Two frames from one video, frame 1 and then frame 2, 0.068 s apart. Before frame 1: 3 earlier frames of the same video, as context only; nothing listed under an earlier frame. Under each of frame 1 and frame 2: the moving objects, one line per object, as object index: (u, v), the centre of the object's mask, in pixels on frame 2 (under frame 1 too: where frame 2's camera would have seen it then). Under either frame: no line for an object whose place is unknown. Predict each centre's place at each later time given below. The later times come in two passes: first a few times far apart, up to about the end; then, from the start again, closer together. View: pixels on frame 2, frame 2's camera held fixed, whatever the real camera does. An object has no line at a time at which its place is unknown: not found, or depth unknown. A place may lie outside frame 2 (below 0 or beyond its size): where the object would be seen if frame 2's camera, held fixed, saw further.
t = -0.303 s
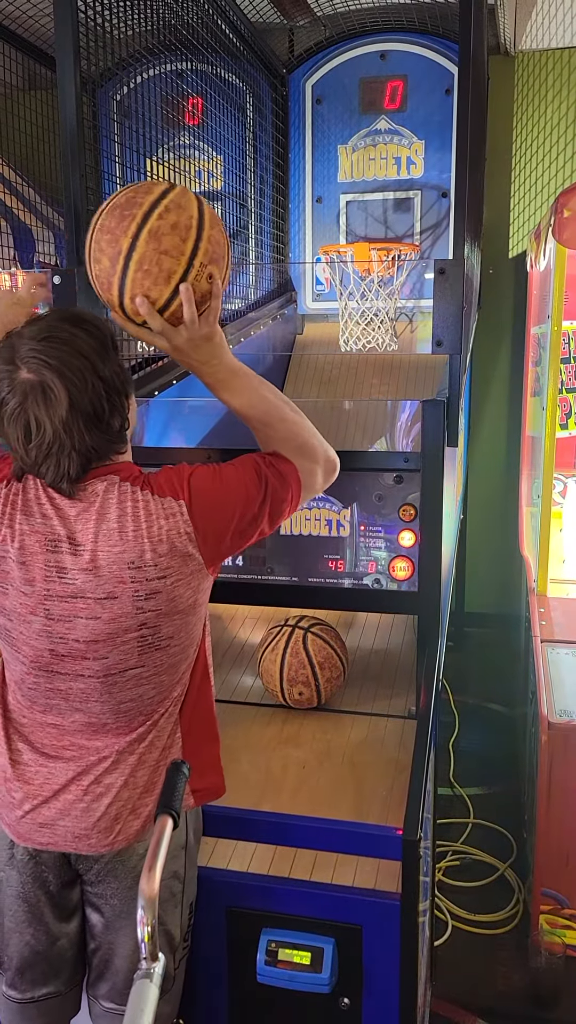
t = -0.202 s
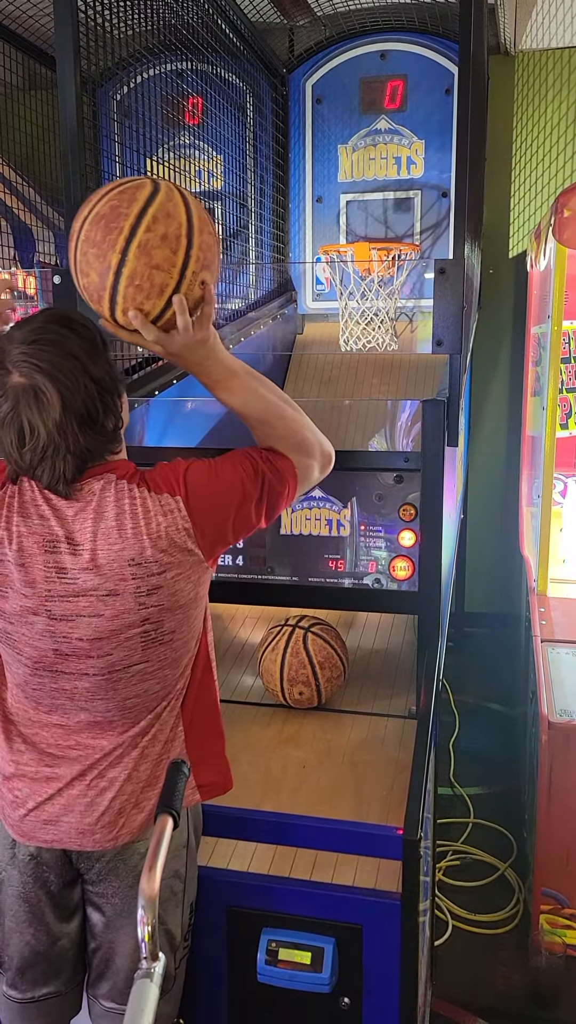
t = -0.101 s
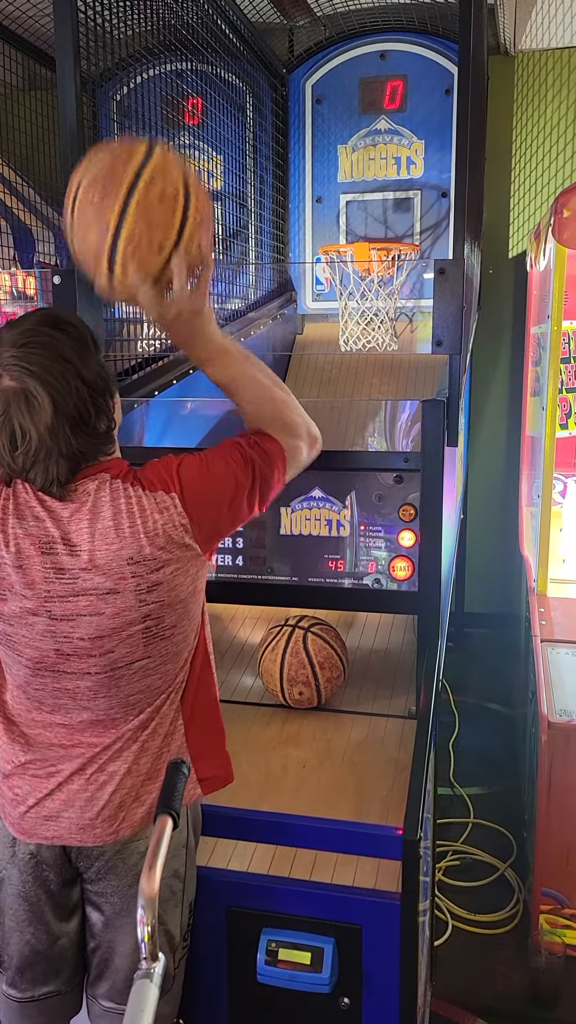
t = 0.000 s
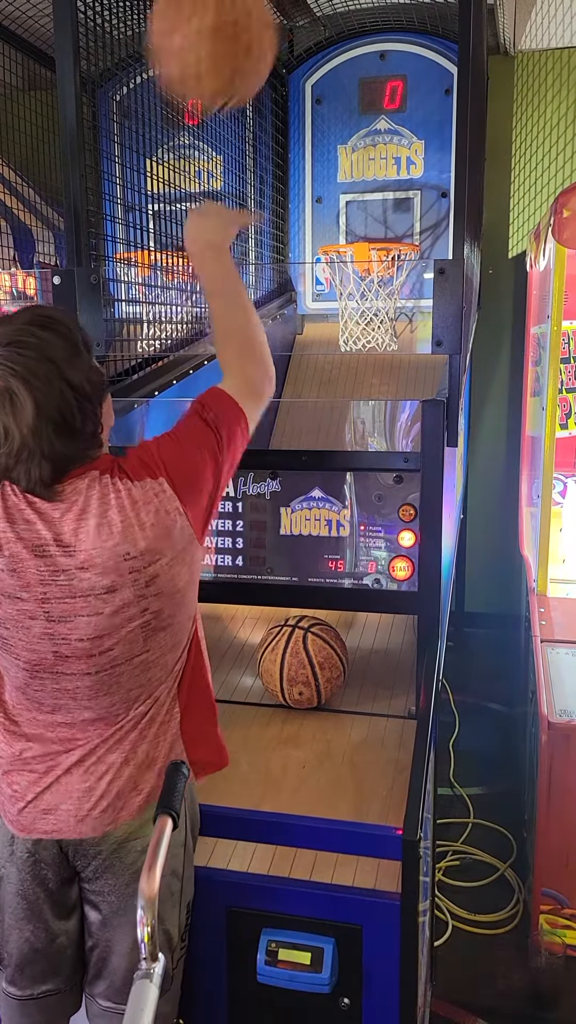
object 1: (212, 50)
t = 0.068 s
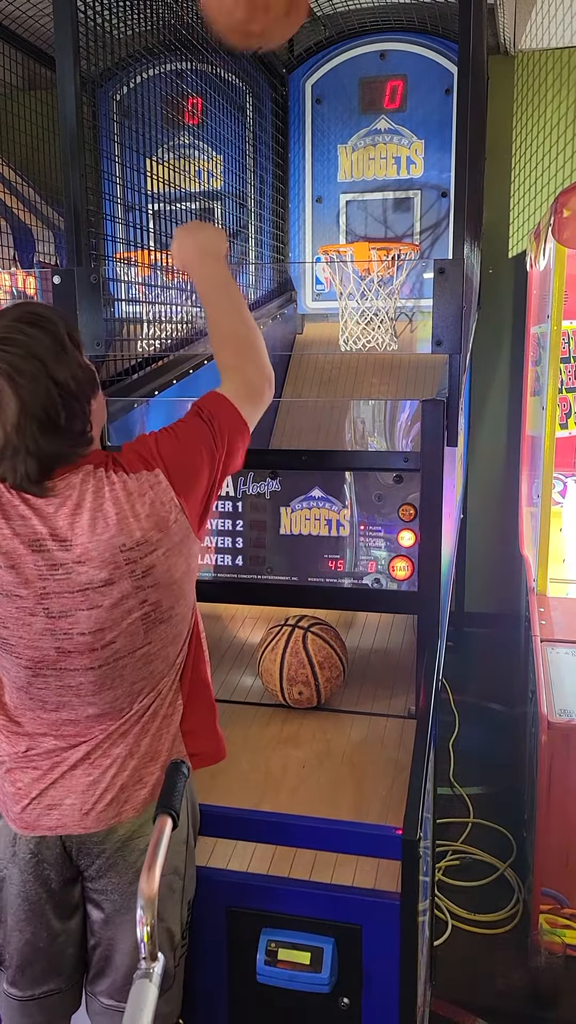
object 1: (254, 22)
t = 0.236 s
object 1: (329, 12)
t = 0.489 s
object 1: (392, 136)
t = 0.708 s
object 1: (441, 185)
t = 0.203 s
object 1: (318, 10)
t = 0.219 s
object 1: (323, 11)
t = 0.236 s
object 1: (329, 12)
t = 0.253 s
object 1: (335, 14)
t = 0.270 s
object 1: (340, 17)
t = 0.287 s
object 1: (345, 19)
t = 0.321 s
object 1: (355, 26)
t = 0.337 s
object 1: (360, 31)
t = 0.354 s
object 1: (364, 38)
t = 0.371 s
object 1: (368, 46)
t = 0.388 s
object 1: (372, 57)
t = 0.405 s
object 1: (376, 71)
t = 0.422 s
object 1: (380, 84)
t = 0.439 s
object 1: (383, 95)
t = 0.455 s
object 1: (386, 107)
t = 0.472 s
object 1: (388, 122)
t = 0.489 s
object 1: (392, 136)
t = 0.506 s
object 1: (395, 152)
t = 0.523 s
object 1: (397, 166)
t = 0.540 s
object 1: (400, 182)
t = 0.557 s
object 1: (402, 197)
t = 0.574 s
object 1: (405, 211)
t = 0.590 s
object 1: (406, 224)
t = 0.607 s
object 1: (412, 223)
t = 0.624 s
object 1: (422, 215)
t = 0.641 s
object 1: (430, 207)
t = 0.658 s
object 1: (436, 201)
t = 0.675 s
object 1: (439, 195)
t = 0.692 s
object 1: (441, 189)
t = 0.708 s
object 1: (441, 185)
